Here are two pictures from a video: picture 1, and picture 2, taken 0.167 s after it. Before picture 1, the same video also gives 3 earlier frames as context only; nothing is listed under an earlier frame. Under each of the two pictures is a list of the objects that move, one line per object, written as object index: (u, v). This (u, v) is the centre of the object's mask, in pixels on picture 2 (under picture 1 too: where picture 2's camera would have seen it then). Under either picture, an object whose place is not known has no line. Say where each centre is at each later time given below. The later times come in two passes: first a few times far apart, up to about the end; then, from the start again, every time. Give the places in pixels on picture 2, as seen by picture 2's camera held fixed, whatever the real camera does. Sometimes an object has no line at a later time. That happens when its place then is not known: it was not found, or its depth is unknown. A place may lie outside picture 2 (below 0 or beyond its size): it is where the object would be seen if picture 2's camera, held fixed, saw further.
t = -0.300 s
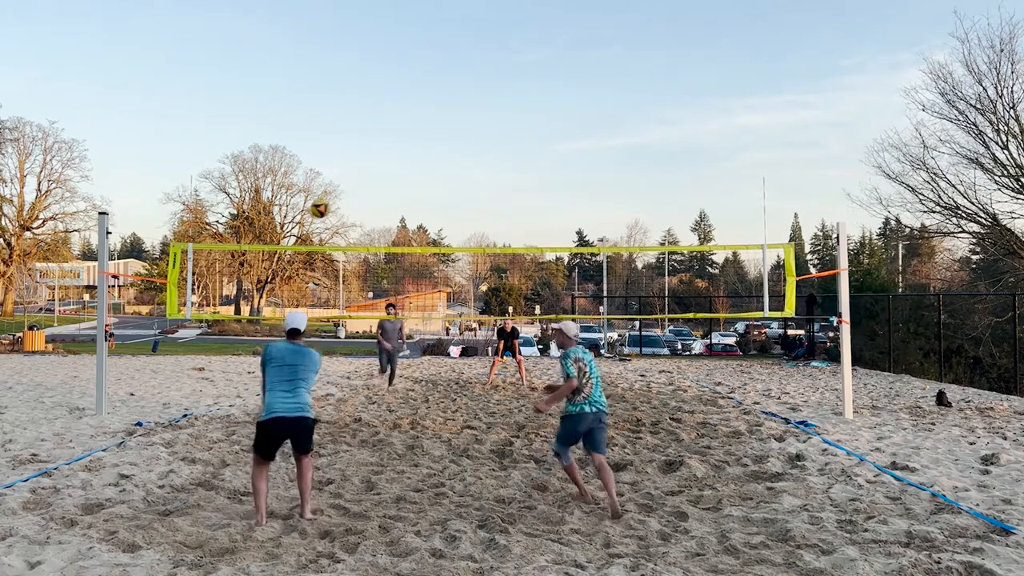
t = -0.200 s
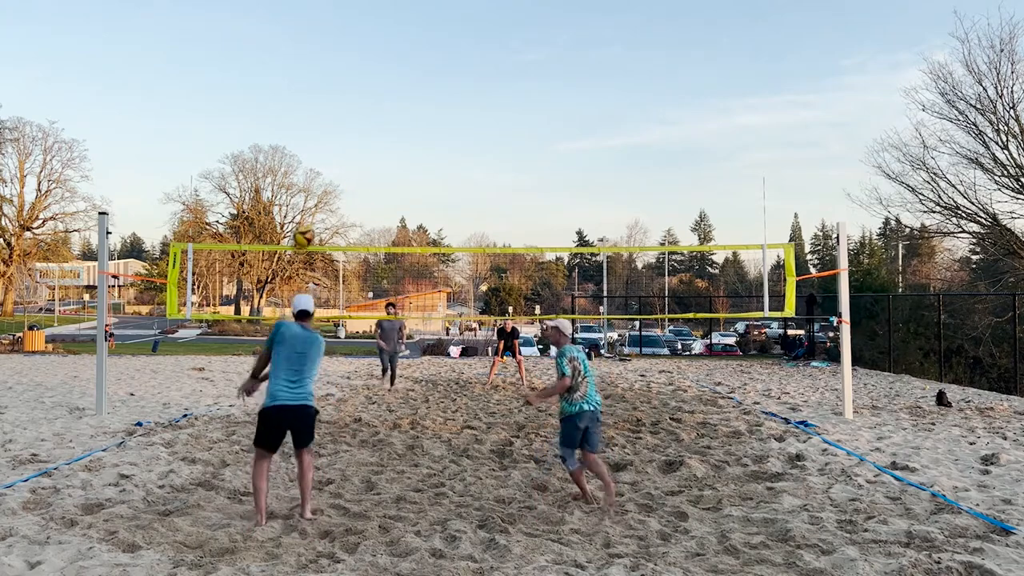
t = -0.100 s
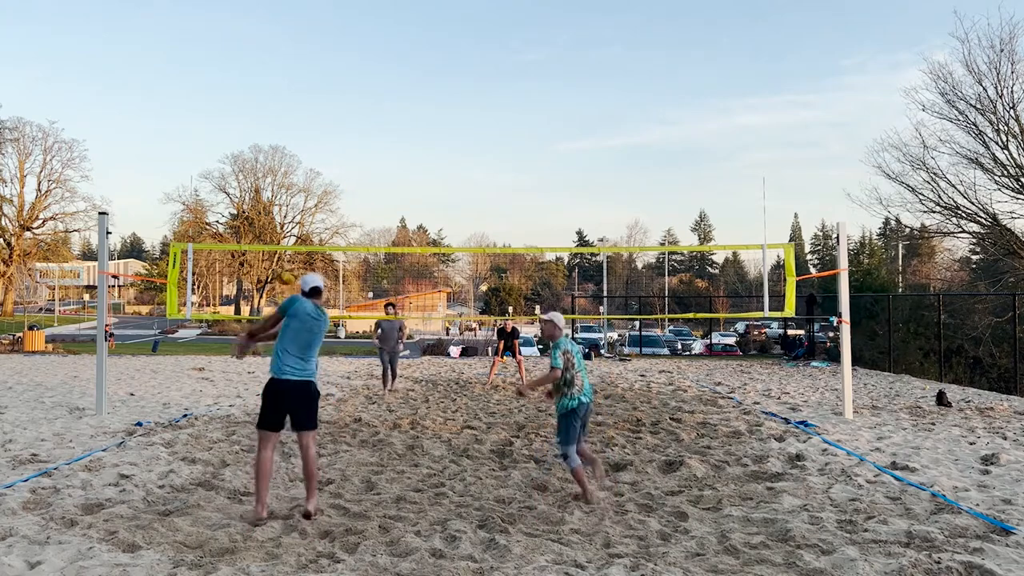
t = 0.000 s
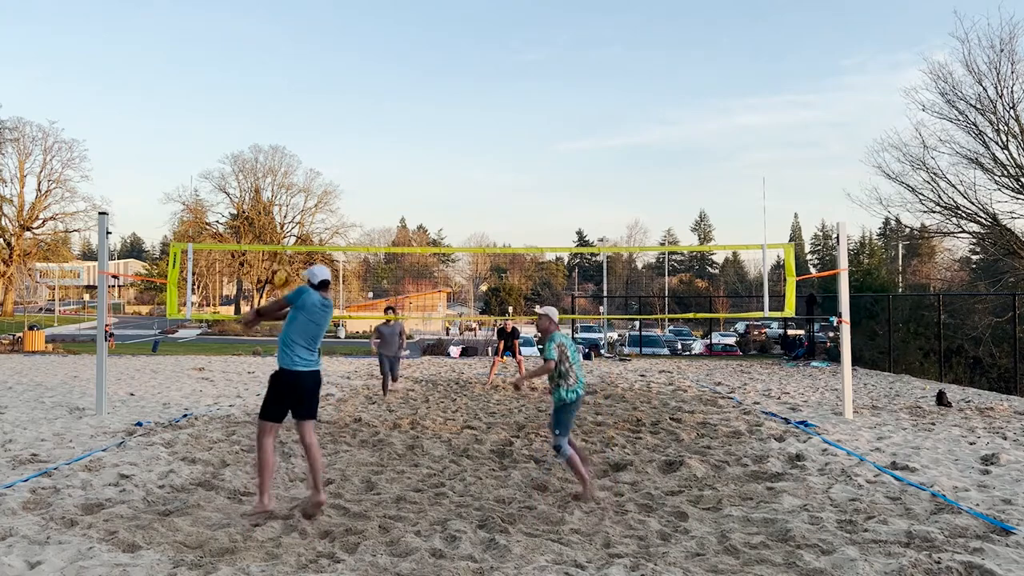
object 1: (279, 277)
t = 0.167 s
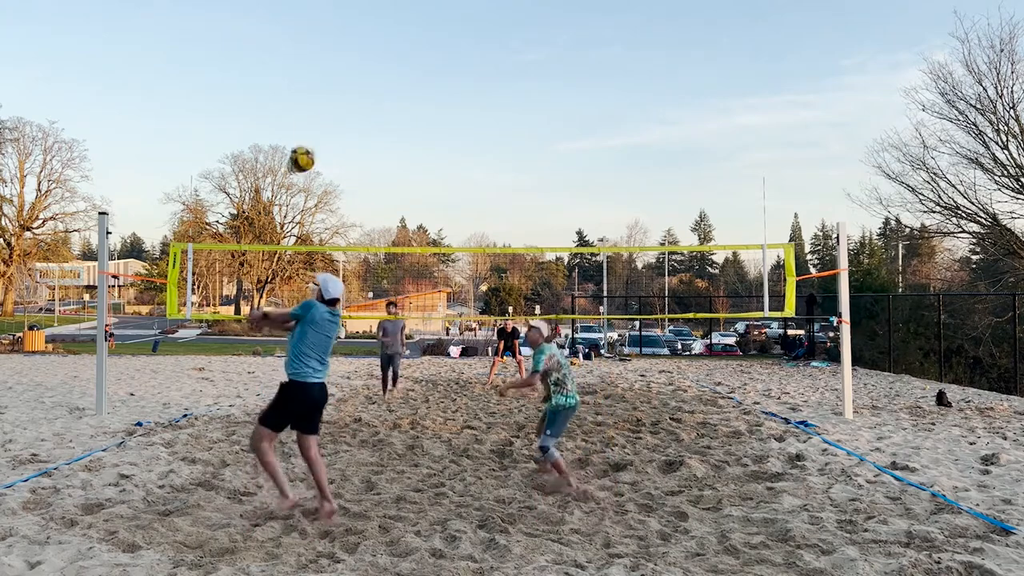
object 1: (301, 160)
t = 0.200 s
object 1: (304, 142)
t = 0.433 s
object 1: (330, 54)
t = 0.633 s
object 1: (352, 30)
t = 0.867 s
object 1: (377, 59)
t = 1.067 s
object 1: (398, 132)
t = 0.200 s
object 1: (304, 142)
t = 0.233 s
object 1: (308, 125)
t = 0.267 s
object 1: (312, 110)
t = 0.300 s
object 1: (316, 96)
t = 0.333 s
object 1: (319, 84)
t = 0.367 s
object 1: (323, 73)
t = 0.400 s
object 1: (327, 63)
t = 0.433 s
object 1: (330, 54)
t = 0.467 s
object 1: (334, 47)
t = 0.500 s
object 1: (338, 41)
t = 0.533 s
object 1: (341, 36)
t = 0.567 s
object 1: (345, 33)
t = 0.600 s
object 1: (348, 31)
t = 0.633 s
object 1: (352, 30)
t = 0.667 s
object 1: (356, 30)
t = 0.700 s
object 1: (359, 32)
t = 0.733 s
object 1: (363, 35)
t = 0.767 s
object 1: (366, 39)
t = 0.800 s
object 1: (370, 45)
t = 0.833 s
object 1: (373, 51)
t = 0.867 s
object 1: (377, 59)
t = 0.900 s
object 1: (380, 68)
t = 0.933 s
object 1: (384, 79)
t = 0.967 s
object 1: (387, 90)
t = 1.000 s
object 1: (391, 104)
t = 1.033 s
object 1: (394, 117)
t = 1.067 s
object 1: (398, 132)
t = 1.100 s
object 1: (401, 148)
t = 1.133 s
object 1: (405, 166)
